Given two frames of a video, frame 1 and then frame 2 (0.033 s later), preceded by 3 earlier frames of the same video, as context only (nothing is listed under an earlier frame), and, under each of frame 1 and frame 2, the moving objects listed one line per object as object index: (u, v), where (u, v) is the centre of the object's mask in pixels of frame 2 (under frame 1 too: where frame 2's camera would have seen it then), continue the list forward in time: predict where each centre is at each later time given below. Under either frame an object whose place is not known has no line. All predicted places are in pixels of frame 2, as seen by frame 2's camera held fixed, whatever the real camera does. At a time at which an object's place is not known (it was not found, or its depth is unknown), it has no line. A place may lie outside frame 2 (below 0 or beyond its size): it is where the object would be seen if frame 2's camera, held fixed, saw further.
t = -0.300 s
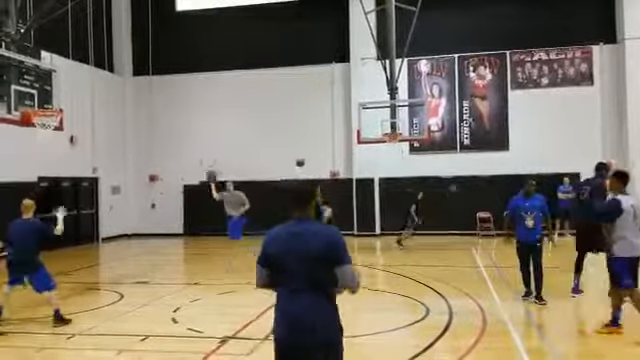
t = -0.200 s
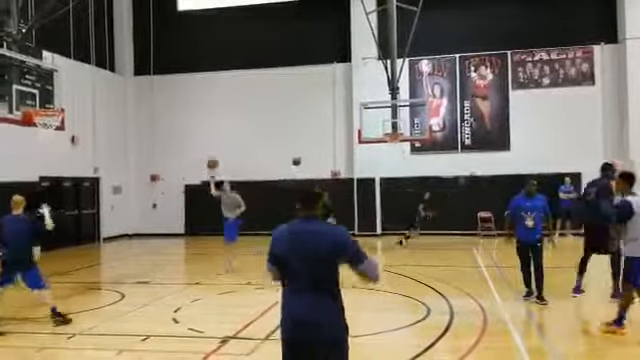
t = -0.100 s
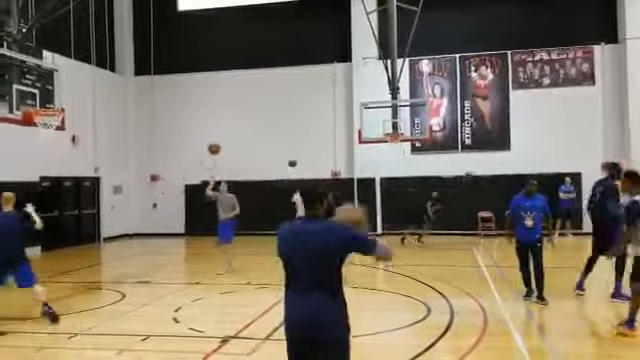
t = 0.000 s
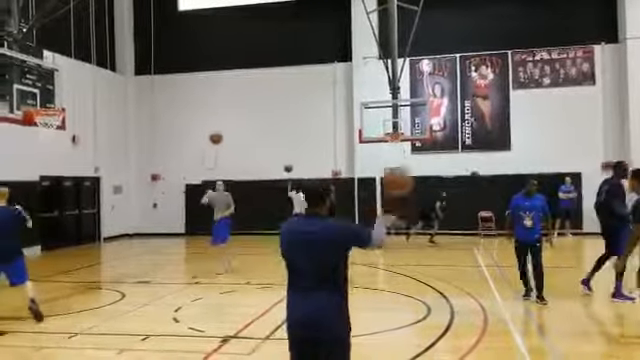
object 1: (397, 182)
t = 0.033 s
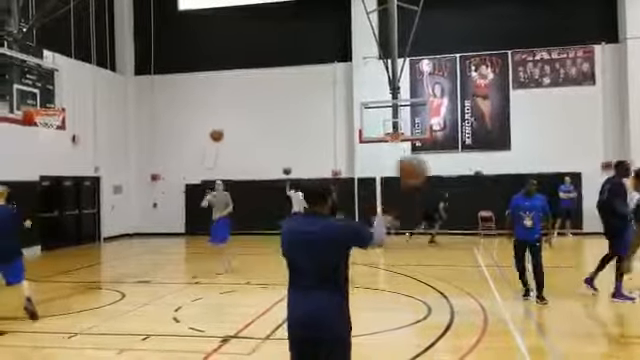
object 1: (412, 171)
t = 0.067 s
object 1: (427, 161)
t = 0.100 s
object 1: (441, 154)
